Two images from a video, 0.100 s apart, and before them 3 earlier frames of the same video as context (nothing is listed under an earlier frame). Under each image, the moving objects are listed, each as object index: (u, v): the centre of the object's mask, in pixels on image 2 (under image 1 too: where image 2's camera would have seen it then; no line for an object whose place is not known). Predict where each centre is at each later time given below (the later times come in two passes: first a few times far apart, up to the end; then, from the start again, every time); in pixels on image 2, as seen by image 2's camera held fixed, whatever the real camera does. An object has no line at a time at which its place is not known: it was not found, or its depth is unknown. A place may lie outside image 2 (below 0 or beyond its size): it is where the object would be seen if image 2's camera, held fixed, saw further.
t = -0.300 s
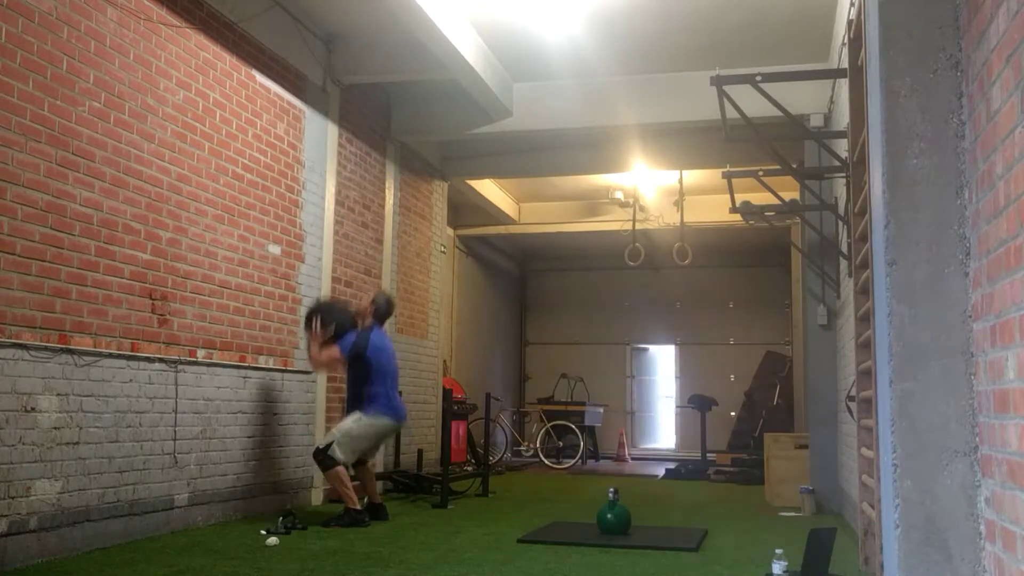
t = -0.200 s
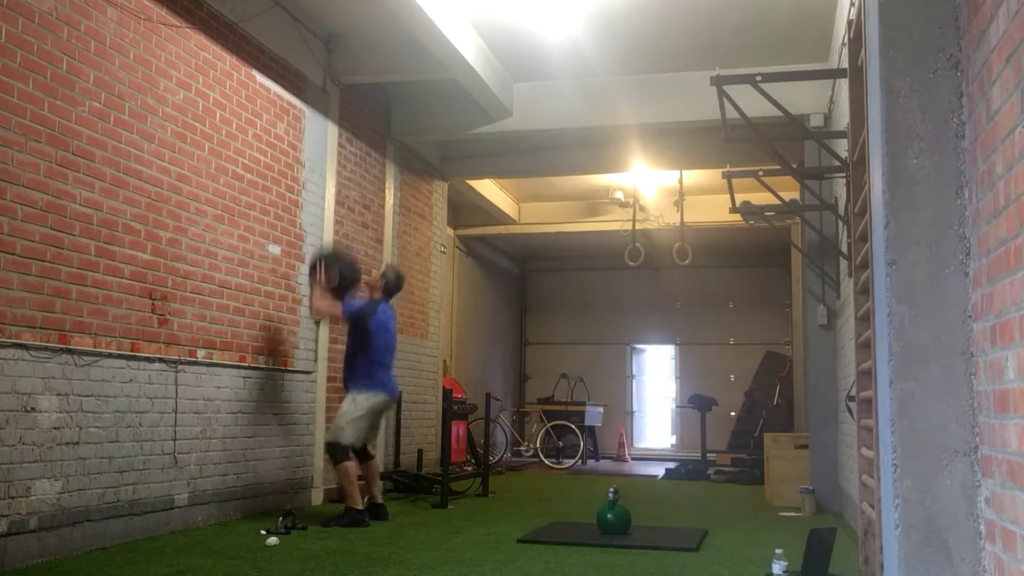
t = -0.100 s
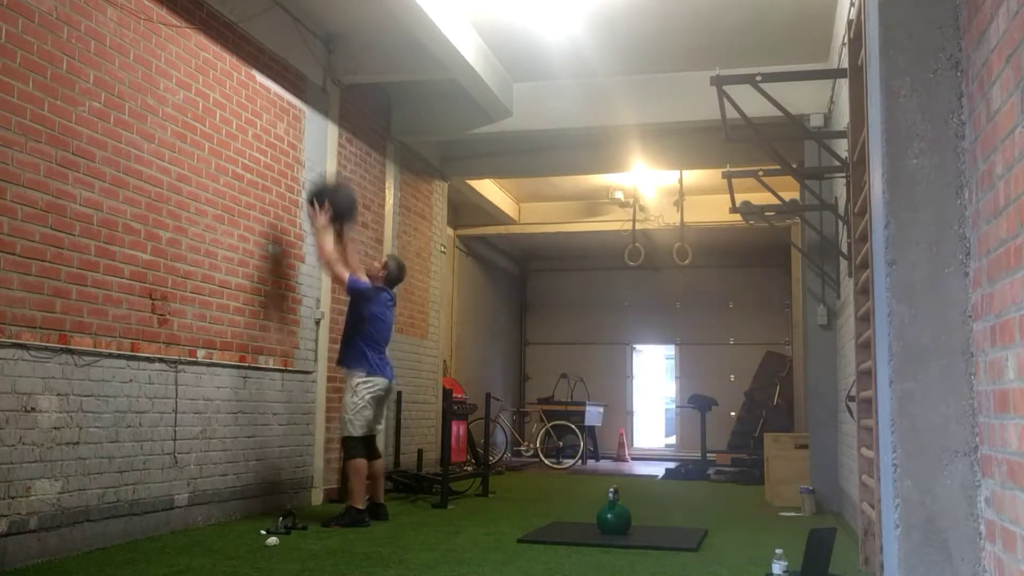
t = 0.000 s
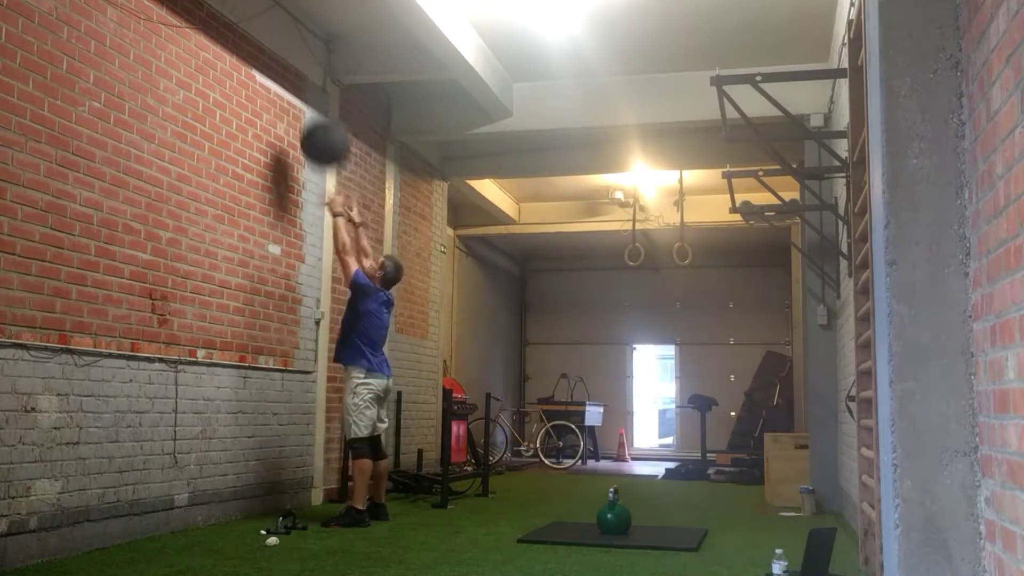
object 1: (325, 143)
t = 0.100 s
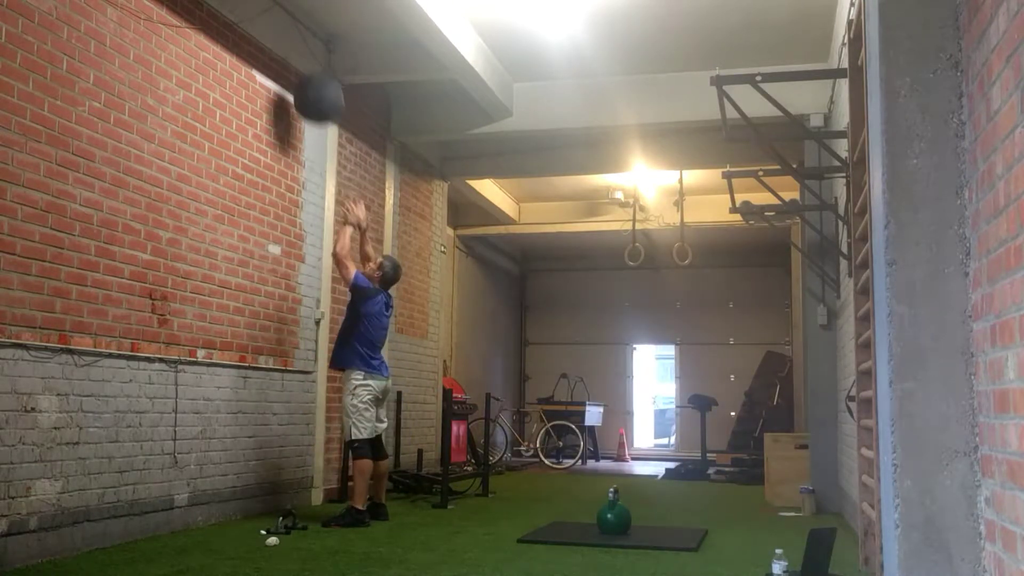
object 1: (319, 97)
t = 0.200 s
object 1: (312, 67)
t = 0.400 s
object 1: (302, 50)
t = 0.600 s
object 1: (317, 83)
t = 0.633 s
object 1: (318, 93)
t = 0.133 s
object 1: (317, 87)
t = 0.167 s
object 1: (315, 78)
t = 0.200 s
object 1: (312, 67)
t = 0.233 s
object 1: (307, 60)
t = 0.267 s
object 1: (305, 55)
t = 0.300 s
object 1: (302, 52)
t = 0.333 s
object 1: (301, 51)
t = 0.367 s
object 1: (301, 50)
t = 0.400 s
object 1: (302, 50)
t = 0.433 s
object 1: (304, 52)
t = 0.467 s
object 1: (308, 55)
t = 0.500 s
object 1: (310, 59)
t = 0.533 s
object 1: (313, 66)
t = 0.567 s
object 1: (316, 73)
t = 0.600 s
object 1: (317, 83)
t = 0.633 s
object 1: (318, 93)
